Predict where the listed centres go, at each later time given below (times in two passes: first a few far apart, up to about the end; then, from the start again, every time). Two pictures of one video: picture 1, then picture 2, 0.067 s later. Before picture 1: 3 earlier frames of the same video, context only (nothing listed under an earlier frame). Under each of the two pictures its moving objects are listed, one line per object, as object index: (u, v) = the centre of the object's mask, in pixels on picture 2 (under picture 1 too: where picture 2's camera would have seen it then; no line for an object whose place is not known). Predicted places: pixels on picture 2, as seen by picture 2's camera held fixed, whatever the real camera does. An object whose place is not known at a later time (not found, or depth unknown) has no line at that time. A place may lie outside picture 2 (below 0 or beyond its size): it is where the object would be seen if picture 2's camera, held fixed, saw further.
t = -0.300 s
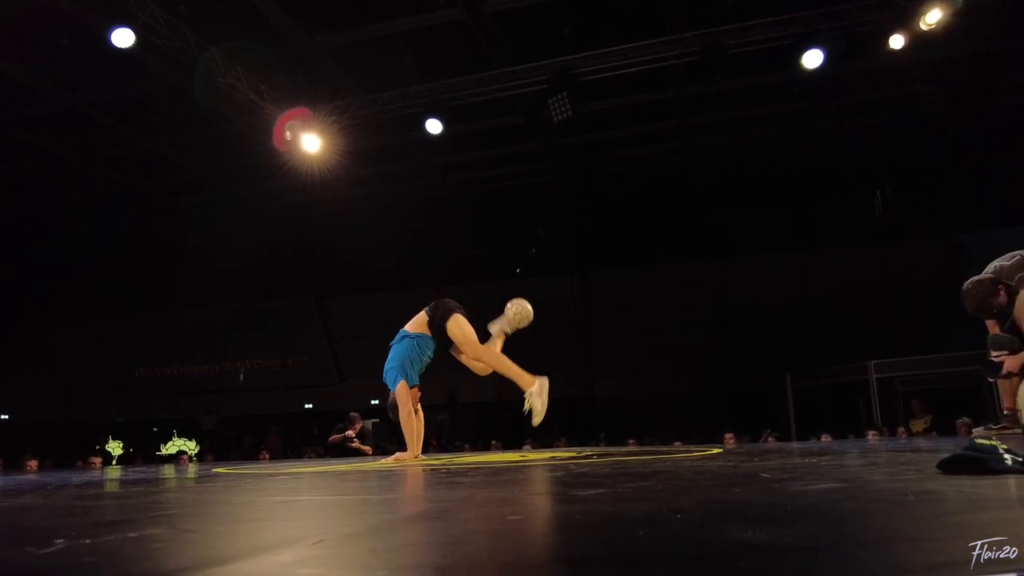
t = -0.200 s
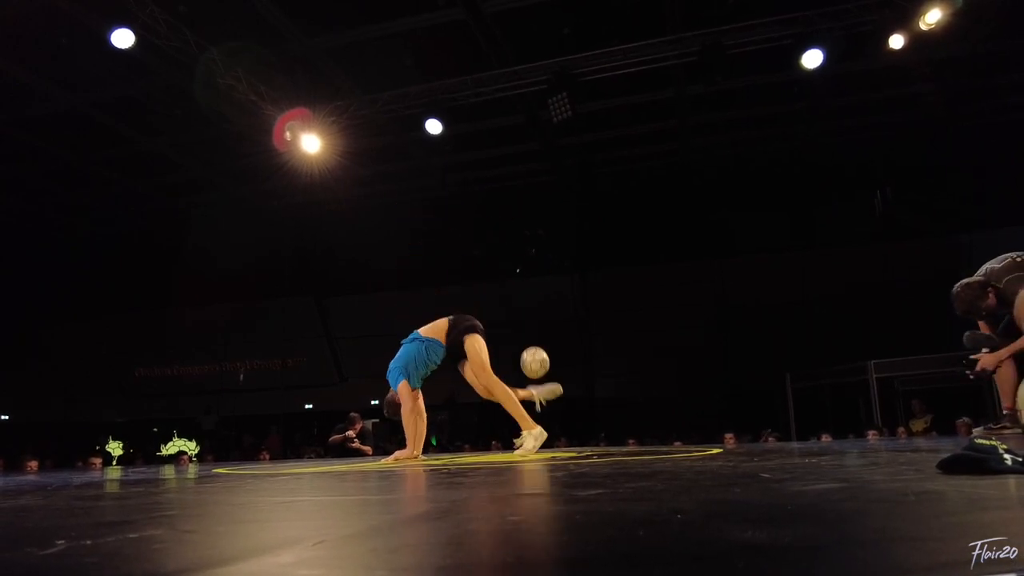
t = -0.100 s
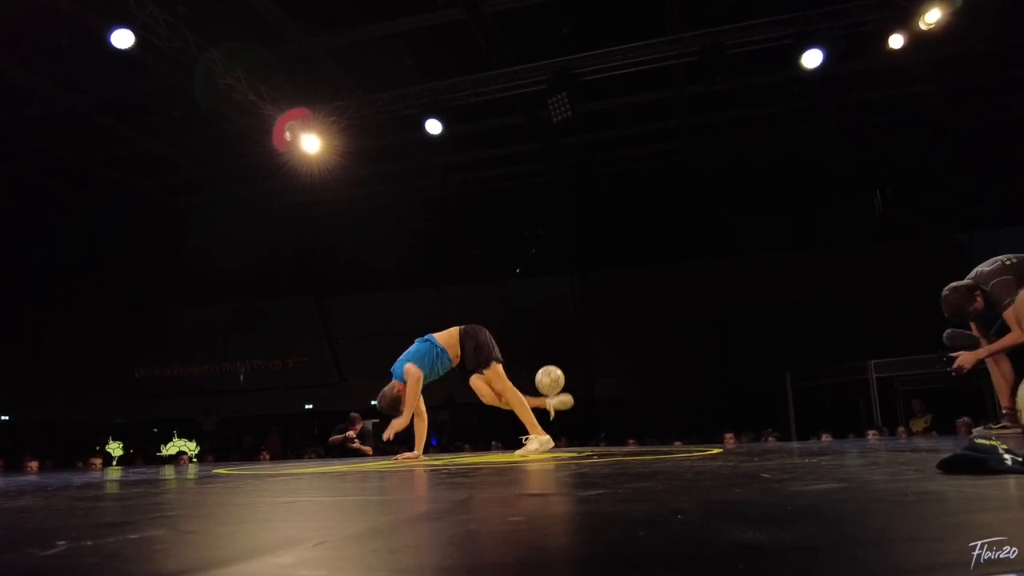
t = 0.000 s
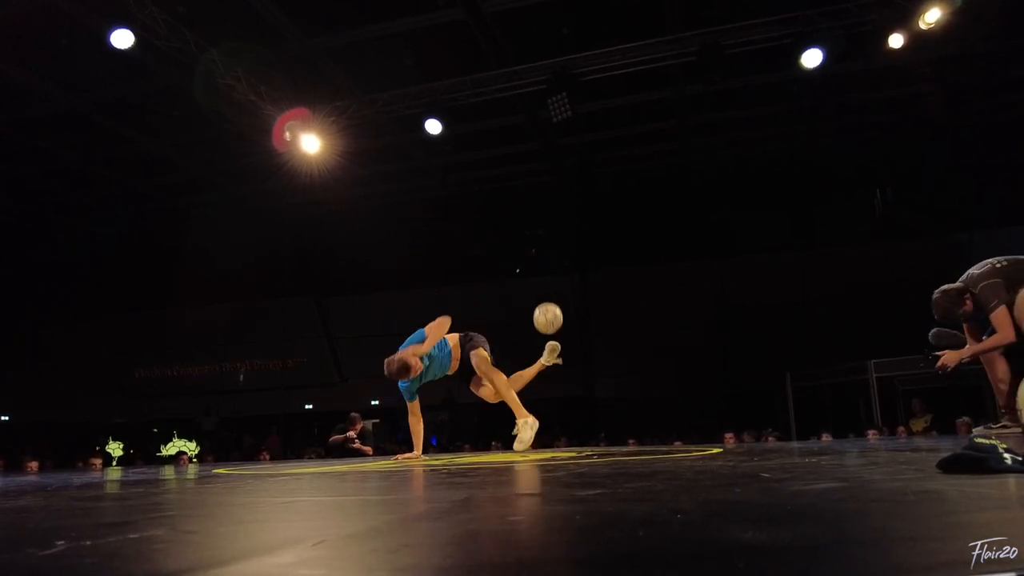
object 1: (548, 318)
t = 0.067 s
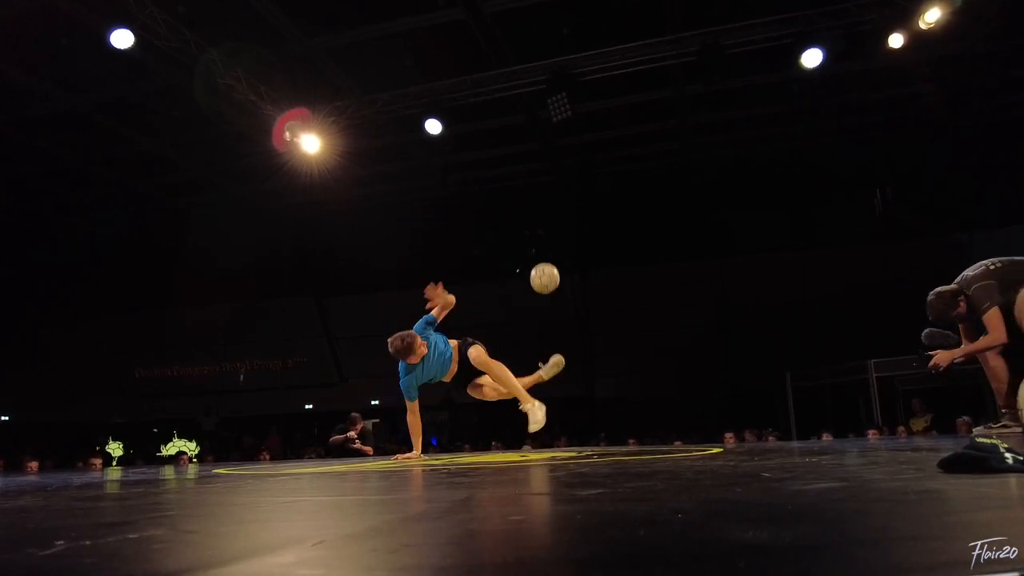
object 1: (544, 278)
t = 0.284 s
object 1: (536, 185)
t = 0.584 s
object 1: (528, 149)
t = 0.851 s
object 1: (525, 219)
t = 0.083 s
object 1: (544, 269)
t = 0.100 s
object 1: (543, 260)
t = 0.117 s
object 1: (542, 252)
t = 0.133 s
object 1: (542, 244)
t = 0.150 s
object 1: (541, 236)
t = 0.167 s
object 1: (540, 228)
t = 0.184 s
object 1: (540, 221)
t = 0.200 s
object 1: (539, 214)
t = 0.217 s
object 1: (538, 208)
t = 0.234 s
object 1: (538, 202)
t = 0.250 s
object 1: (537, 196)
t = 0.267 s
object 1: (537, 190)
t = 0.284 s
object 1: (536, 185)
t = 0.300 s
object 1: (535, 180)
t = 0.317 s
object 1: (535, 176)
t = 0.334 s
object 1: (534, 171)
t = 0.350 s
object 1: (534, 167)
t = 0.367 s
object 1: (533, 164)
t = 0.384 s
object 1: (533, 161)
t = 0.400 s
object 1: (532, 158)
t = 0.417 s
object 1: (532, 155)
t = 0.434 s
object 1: (531, 153)
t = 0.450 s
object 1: (531, 151)
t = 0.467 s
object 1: (530, 149)
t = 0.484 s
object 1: (530, 148)
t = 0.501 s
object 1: (530, 147)
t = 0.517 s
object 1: (529, 147)
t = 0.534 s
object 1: (529, 147)
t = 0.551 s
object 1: (529, 147)
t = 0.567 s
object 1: (528, 148)
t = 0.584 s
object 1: (528, 149)
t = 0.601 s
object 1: (528, 150)
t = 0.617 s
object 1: (527, 152)
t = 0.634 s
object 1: (527, 154)
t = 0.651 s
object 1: (527, 156)
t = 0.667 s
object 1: (526, 159)
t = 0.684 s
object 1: (526, 162)
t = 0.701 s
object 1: (526, 166)
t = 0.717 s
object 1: (526, 170)
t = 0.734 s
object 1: (526, 174)
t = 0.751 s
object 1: (525, 179)
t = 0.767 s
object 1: (525, 185)
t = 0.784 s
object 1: (525, 191)
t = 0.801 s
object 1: (525, 197)
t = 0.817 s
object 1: (525, 204)
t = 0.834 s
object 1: (525, 211)
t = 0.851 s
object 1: (525, 219)
